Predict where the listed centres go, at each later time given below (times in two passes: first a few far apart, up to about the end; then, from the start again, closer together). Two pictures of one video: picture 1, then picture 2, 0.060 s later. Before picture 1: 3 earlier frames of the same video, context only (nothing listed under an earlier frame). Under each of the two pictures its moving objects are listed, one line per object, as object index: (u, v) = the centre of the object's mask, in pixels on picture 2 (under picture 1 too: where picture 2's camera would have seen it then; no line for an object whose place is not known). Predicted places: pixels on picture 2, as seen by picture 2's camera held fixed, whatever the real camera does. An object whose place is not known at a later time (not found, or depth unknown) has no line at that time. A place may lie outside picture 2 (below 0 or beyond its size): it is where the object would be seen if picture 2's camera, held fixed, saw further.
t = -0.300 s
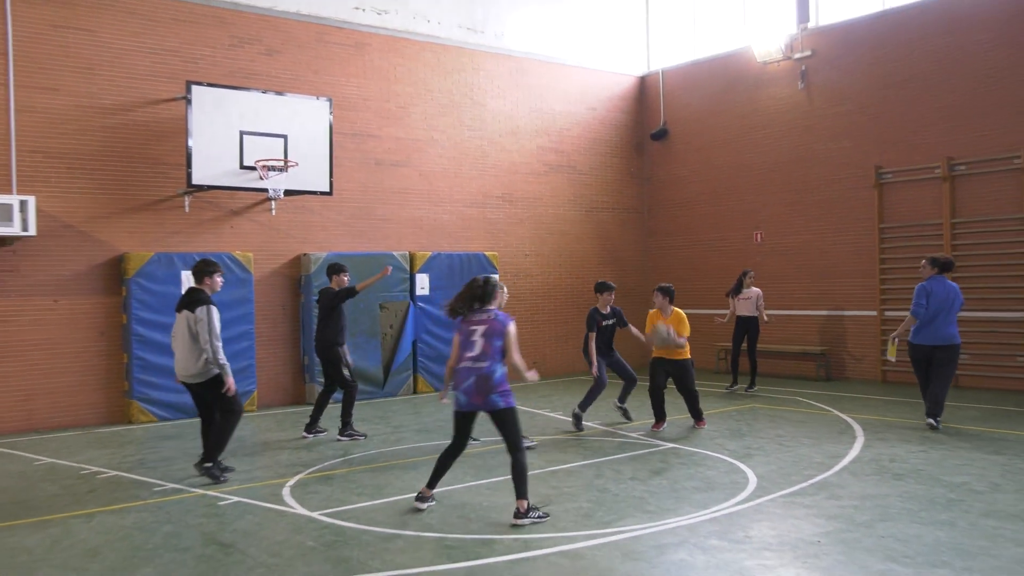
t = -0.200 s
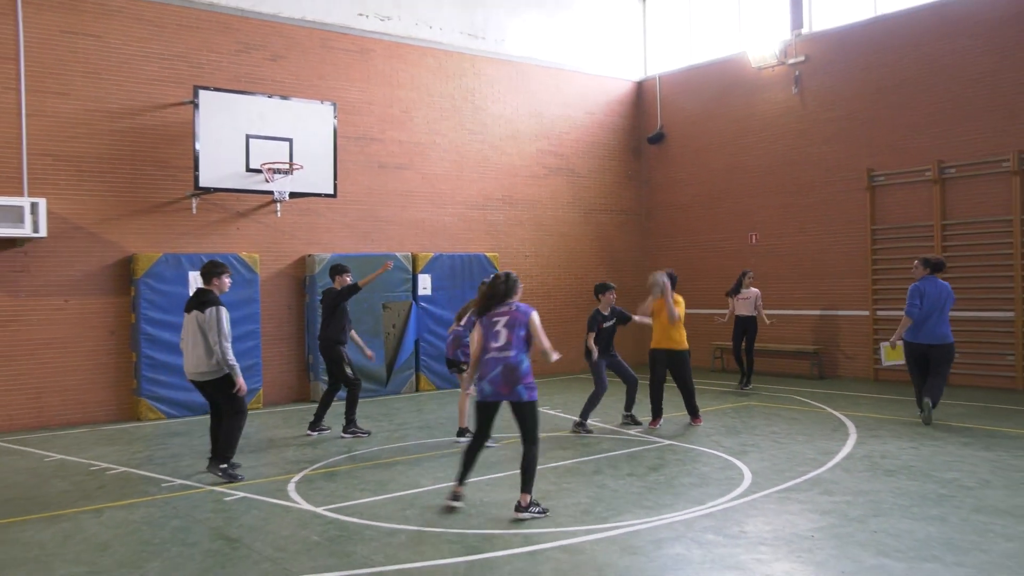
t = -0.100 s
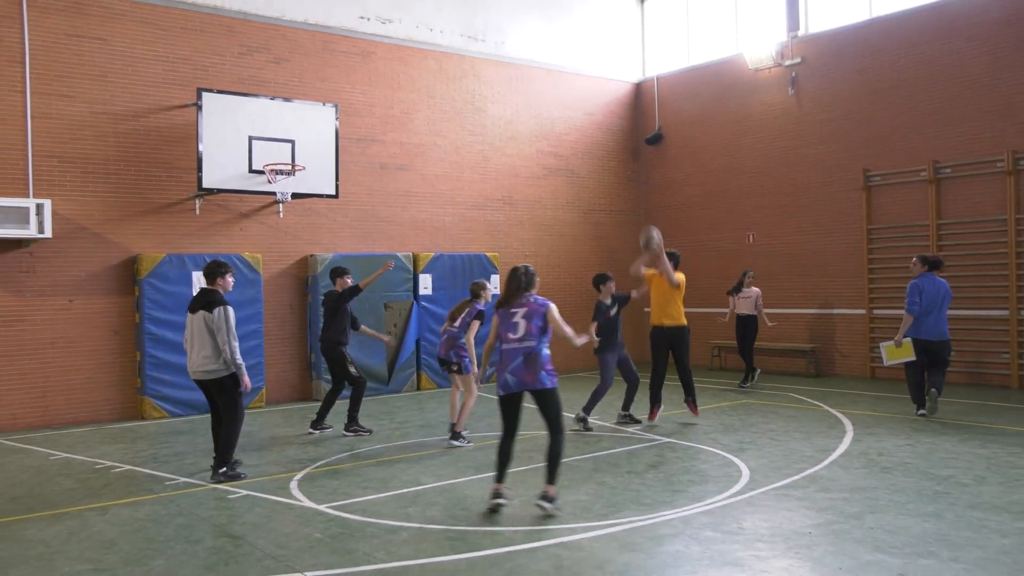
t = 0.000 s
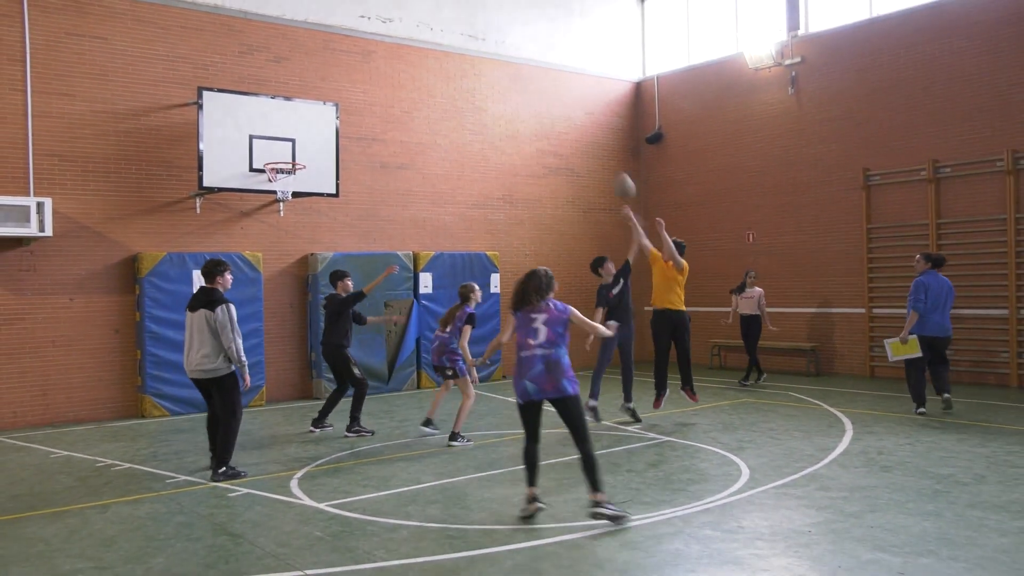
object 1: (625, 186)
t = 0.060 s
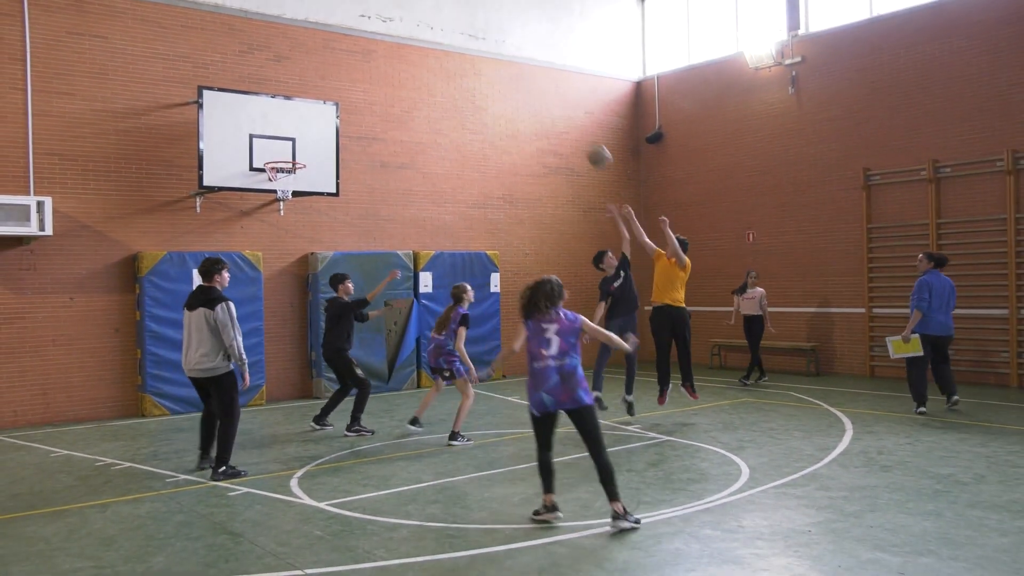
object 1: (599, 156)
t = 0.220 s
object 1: (537, 96)
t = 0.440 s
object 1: (459, 55)
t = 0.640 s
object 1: (395, 55)
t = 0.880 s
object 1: (325, 98)
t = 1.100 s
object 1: (273, 149)
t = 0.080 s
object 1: (591, 147)
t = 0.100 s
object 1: (584, 139)
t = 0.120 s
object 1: (575, 131)
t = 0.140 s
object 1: (567, 123)
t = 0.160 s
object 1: (559, 115)
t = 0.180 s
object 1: (551, 108)
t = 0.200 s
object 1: (544, 102)
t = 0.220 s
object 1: (537, 96)
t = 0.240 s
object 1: (529, 90)
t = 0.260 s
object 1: (522, 84)
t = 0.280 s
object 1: (515, 80)
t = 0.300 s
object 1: (508, 75)
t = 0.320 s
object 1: (500, 71)
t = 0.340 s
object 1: (493, 68)
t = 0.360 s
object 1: (486, 64)
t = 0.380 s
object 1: (479, 61)
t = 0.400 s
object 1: (472, 59)
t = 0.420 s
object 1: (466, 56)
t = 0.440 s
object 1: (459, 55)
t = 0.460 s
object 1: (452, 53)
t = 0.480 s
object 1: (445, 52)
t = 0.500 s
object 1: (439, 51)
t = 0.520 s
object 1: (433, 50)
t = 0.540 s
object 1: (426, 50)
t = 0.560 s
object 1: (420, 50)
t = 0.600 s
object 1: (408, 52)
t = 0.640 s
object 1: (395, 55)
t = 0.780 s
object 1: (352, 75)
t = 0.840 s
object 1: (336, 87)
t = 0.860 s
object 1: (330, 93)
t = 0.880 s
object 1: (325, 98)
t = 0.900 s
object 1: (318, 103)
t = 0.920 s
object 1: (313, 110)
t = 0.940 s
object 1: (307, 116)
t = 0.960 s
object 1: (302, 122)
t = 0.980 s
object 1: (296, 129)
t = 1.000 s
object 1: (291, 136)
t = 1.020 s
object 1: (285, 143)
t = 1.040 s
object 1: (280, 150)
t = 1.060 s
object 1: (275, 156)
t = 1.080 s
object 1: (273, 154)
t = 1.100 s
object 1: (273, 149)
